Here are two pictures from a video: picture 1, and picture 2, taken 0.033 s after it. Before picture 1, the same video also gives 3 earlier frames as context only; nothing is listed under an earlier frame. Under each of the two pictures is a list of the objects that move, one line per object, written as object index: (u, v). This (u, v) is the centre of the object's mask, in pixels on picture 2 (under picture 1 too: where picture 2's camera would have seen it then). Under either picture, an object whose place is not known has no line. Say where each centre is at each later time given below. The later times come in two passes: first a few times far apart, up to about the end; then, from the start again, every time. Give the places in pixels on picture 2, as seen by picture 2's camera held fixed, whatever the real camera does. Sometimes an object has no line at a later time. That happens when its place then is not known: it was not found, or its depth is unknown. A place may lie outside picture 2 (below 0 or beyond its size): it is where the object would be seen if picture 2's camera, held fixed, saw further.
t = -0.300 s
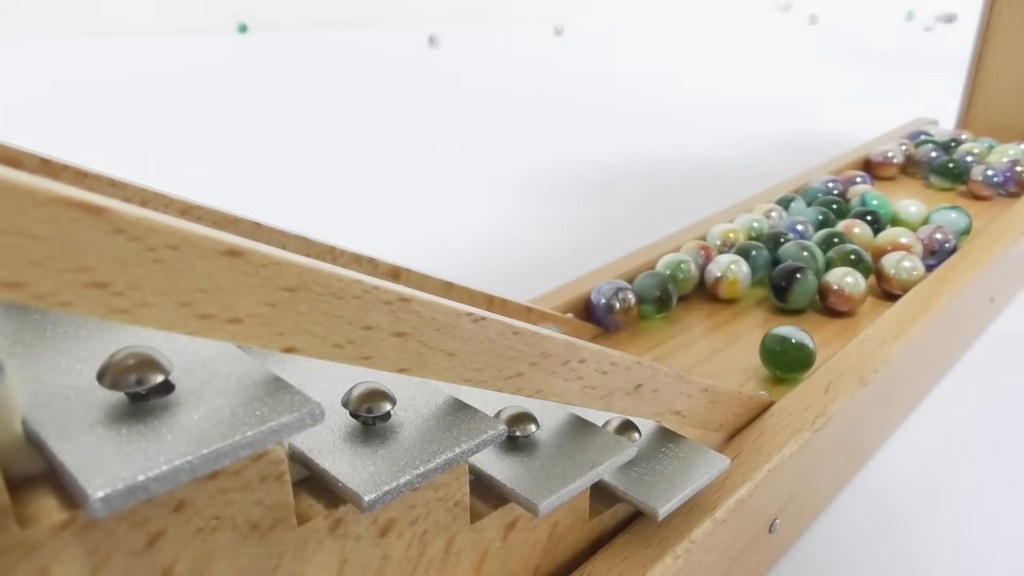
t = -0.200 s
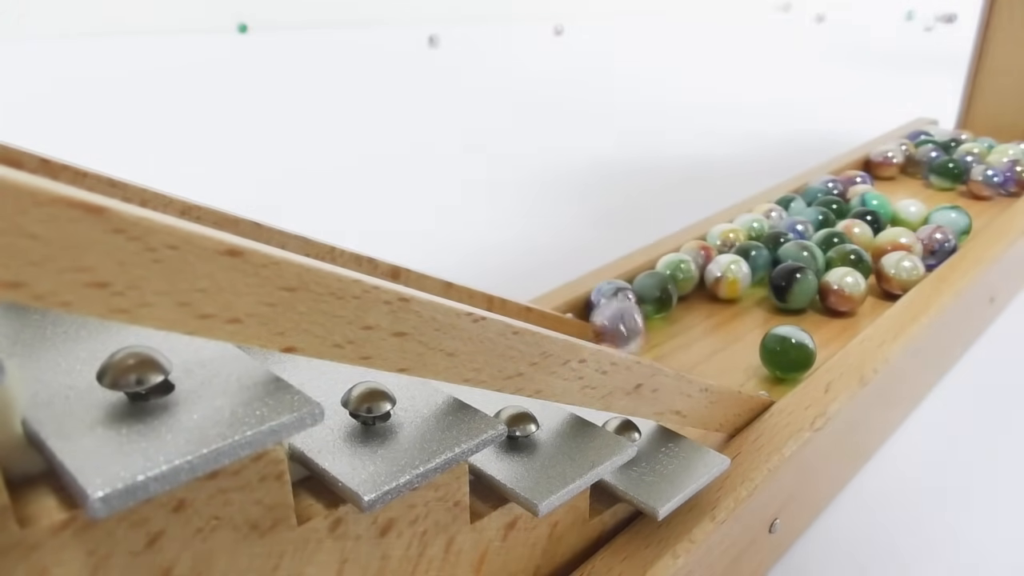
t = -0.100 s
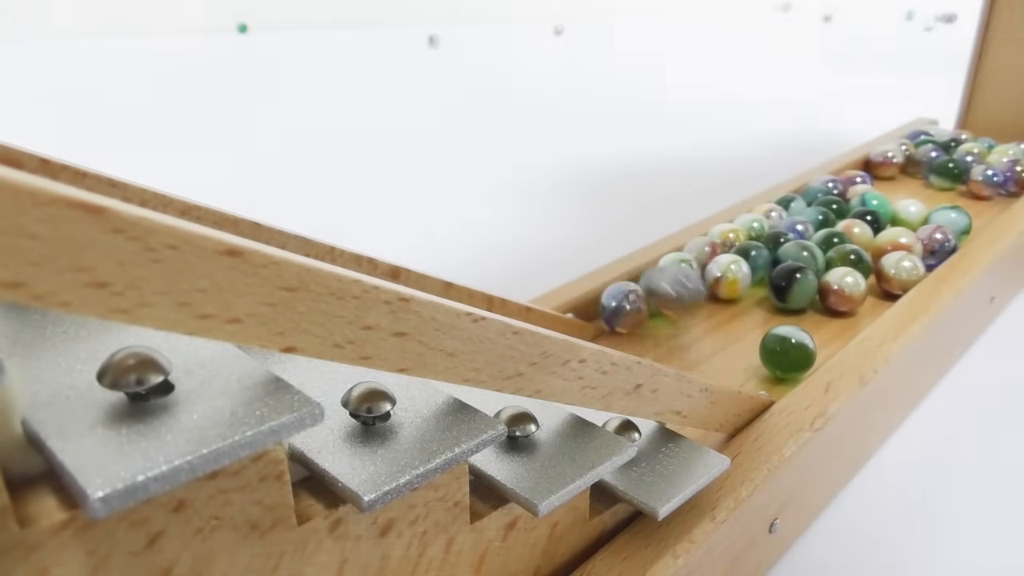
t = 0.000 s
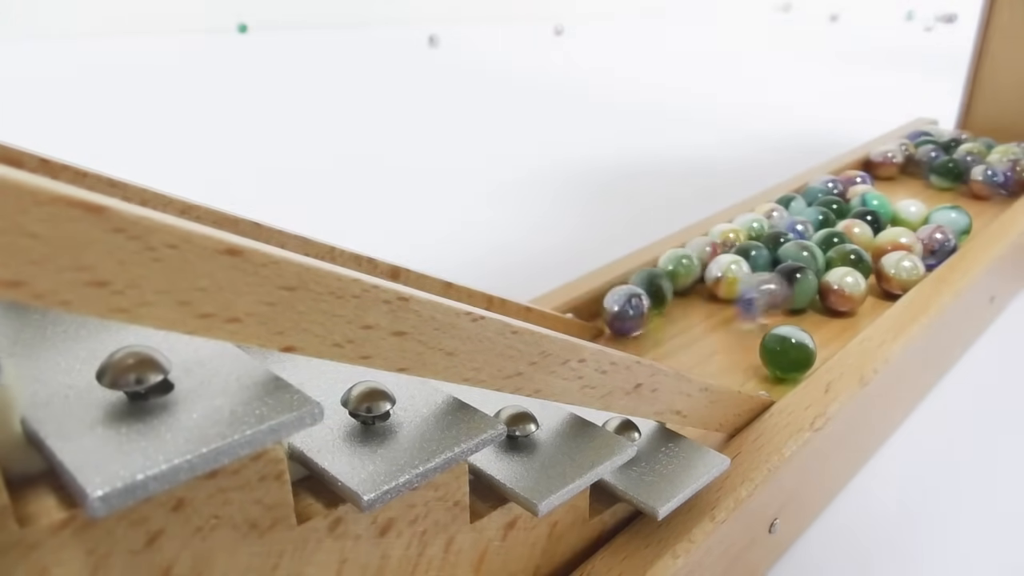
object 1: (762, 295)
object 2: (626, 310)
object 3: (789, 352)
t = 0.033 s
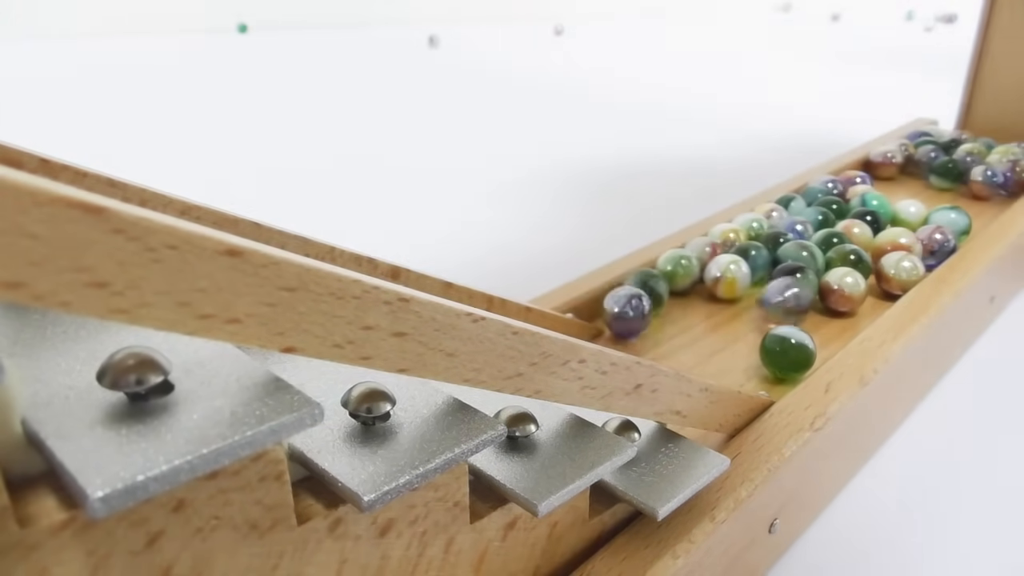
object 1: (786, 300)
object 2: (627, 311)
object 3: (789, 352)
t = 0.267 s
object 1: (844, 308)
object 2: (635, 315)
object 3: (789, 352)
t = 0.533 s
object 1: (845, 304)
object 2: (639, 314)
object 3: (807, 345)
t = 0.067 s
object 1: (807, 305)
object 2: (628, 313)
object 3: (790, 352)
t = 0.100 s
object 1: (827, 309)
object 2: (628, 314)
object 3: (790, 352)
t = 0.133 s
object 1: (847, 312)
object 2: (629, 315)
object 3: (790, 352)
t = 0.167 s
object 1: (844, 309)
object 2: (630, 316)
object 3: (790, 352)
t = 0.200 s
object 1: (842, 308)
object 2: (631, 315)
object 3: (789, 352)
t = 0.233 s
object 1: (843, 309)
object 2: (633, 315)
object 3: (789, 352)
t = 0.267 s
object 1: (844, 308)
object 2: (635, 315)
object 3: (789, 352)
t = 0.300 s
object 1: (845, 307)
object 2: (637, 314)
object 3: (789, 352)
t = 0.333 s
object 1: (845, 307)
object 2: (639, 313)
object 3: (789, 352)
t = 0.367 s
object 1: (847, 306)
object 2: (641, 312)
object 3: (789, 351)
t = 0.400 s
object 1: (847, 305)
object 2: (641, 302)
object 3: (789, 352)
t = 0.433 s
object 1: (846, 304)
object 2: (642, 312)
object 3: (789, 352)
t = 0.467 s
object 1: (845, 303)
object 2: (641, 312)
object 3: (790, 352)
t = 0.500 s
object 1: (844, 303)
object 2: (640, 313)
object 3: (796, 351)
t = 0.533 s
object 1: (845, 304)
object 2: (639, 314)
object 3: (807, 345)
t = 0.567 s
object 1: (846, 303)
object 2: (638, 314)
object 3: (807, 343)
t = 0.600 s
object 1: (847, 304)
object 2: (638, 315)
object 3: (804, 341)
